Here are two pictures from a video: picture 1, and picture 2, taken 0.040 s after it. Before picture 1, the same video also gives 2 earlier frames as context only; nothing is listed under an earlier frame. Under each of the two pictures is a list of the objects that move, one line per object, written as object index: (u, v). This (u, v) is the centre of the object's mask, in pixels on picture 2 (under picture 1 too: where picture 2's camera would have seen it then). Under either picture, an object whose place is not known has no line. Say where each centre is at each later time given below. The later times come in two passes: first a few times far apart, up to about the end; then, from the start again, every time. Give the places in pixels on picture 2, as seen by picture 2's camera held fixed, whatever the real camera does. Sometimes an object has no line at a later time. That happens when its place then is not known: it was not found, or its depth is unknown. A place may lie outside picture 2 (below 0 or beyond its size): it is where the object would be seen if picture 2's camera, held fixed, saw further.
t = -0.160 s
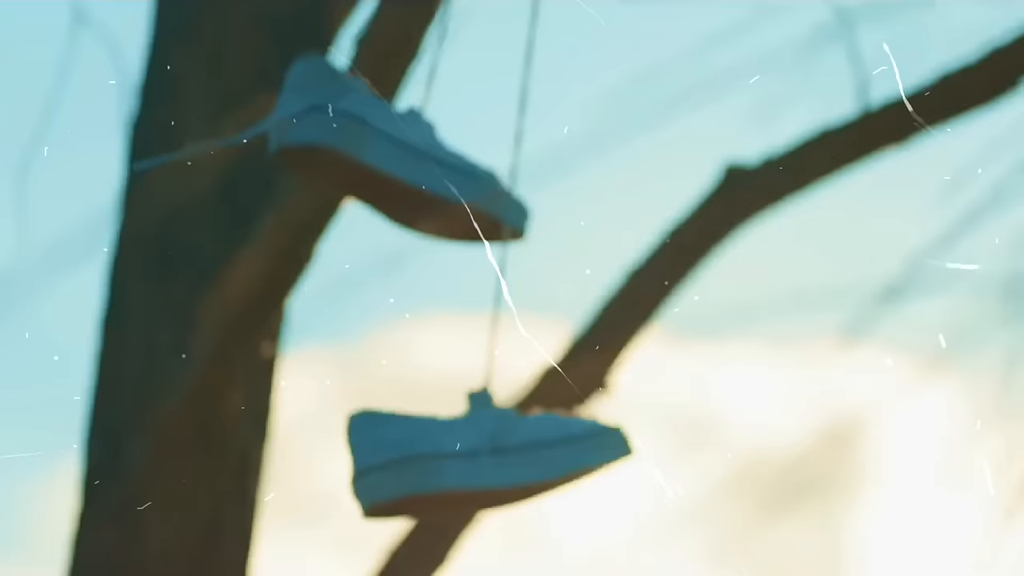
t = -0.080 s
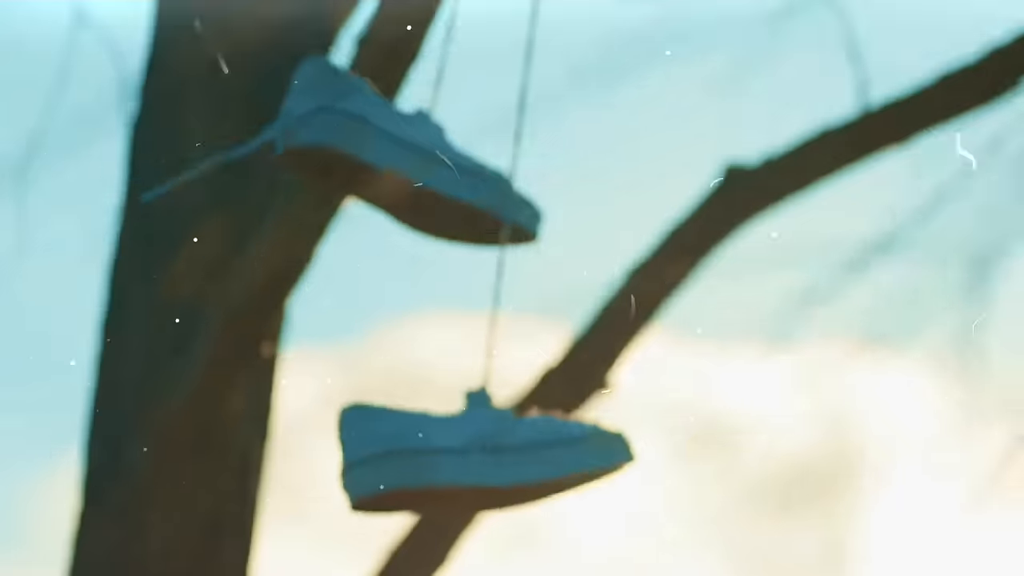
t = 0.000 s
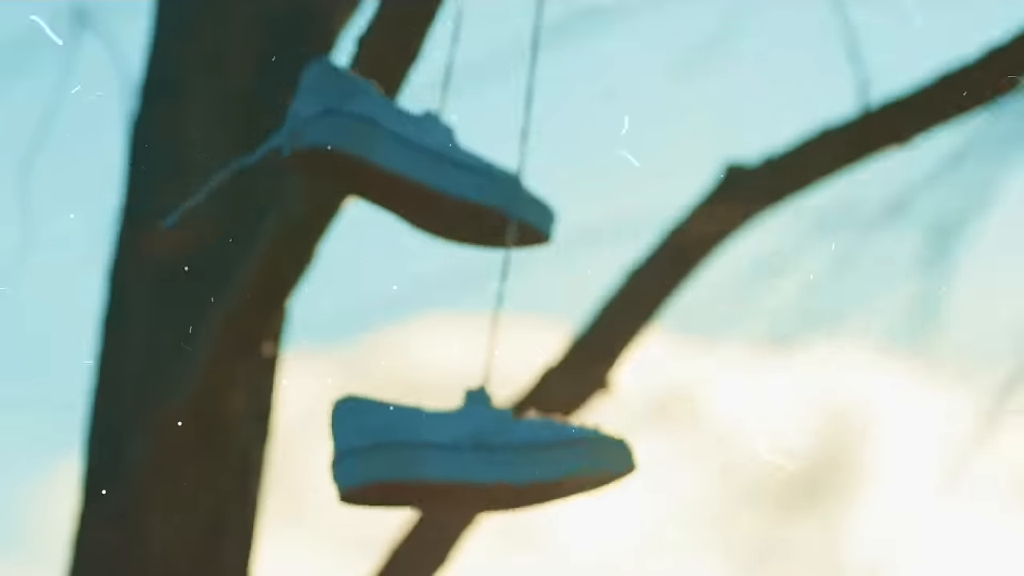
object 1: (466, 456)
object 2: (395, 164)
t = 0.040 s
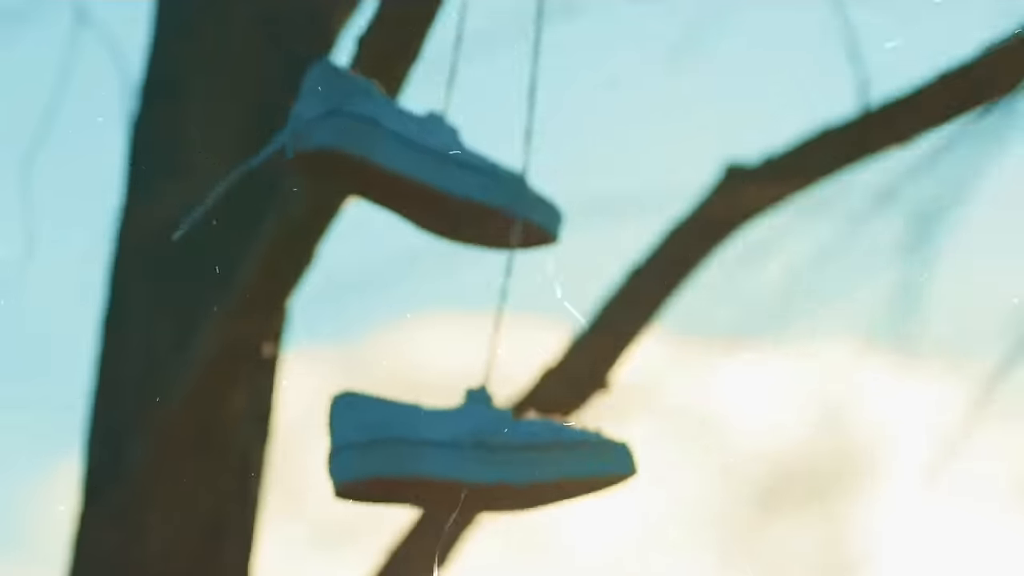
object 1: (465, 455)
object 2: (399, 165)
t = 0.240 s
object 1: (464, 449)
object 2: (423, 171)
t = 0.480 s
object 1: (480, 444)
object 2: (438, 173)
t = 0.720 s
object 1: (503, 447)
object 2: (444, 172)
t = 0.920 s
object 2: (449, 172)
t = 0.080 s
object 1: (464, 454)
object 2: (404, 167)
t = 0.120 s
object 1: (463, 454)
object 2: (410, 168)
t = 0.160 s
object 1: (463, 452)
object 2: (414, 169)
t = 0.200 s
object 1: (464, 451)
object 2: (419, 171)
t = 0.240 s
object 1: (464, 449)
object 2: (423, 171)
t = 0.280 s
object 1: (466, 447)
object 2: (427, 171)
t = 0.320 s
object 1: (468, 446)
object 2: (430, 172)
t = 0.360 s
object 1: (471, 445)
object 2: (433, 173)
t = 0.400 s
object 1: (473, 444)
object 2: (435, 173)
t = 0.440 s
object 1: (476, 444)
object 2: (437, 173)
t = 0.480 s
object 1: (480, 444)
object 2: (438, 173)
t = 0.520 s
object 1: (484, 445)
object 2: (439, 173)
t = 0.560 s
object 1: (488, 445)
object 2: (440, 173)
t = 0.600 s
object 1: (488, 445)
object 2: (440, 173)
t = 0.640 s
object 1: (493, 446)
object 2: (442, 173)
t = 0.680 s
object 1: (498, 446)
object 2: (443, 173)
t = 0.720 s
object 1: (503, 447)
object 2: (444, 172)
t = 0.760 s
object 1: (508, 447)
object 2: (445, 172)
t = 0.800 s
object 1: (513, 448)
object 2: (446, 172)
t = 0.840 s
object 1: (518, 448)
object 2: (447, 172)
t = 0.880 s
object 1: (523, 448)
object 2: (448, 172)
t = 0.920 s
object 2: (449, 172)
